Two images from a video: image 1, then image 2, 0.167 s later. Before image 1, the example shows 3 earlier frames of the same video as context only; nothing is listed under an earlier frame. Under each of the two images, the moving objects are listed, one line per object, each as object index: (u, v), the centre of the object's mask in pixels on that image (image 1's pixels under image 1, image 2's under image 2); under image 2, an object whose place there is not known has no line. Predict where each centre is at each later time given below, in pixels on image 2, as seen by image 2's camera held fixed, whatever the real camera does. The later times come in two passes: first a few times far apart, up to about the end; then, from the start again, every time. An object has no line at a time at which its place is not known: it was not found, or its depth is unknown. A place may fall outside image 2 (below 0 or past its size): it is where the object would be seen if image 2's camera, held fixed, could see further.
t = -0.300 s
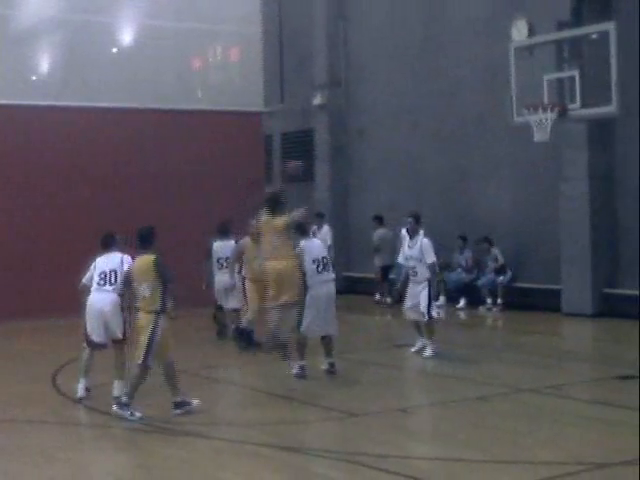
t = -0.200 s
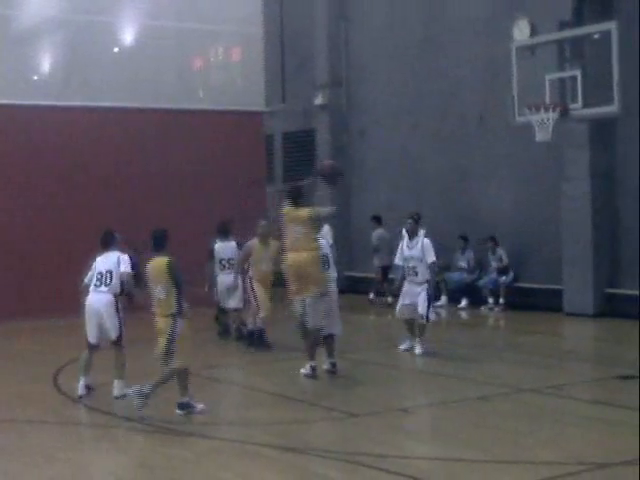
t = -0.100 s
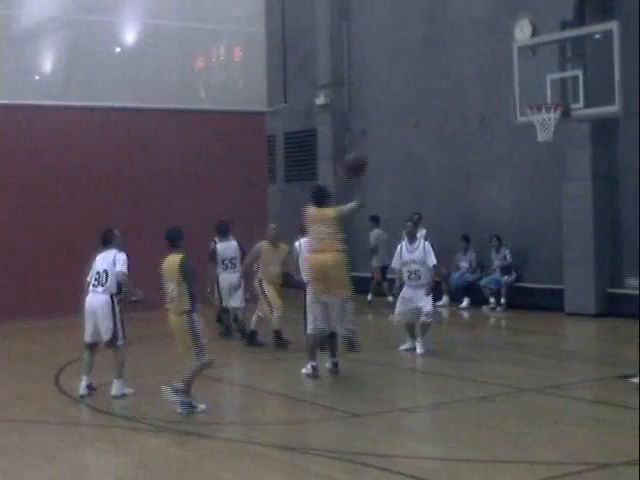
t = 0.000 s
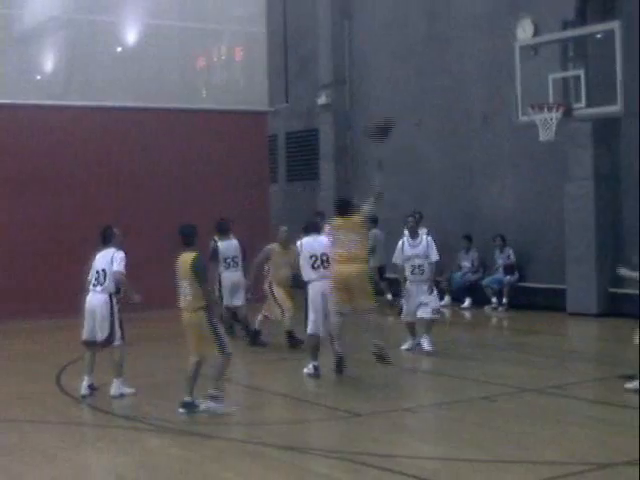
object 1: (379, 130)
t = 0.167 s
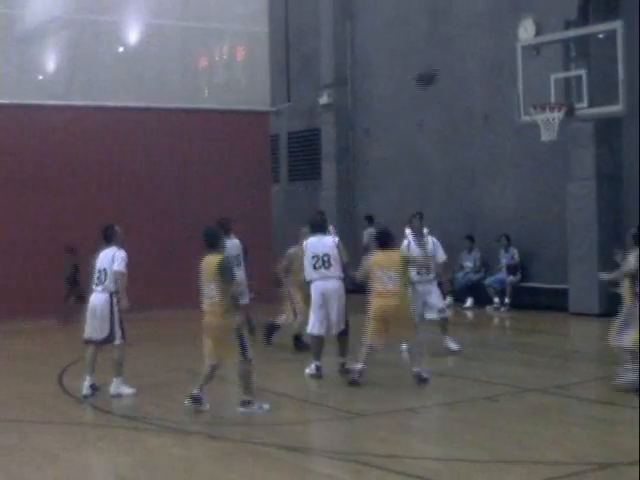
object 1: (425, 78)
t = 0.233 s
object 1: (442, 66)
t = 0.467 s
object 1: (493, 52)
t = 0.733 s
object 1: (543, 88)
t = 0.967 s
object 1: (494, 118)
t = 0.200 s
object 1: (433, 72)
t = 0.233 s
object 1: (442, 66)
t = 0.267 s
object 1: (449, 62)
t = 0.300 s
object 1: (457, 57)
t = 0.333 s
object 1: (464, 54)
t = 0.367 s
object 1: (471, 52)
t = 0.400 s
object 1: (479, 51)
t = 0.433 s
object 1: (486, 51)
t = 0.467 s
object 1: (493, 52)
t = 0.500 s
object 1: (500, 54)
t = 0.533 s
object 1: (507, 56)
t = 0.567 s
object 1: (515, 59)
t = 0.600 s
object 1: (522, 63)
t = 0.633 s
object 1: (528, 69)
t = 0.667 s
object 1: (535, 75)
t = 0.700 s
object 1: (542, 81)
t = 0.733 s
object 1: (543, 88)
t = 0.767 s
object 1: (538, 93)
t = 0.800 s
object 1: (531, 97)
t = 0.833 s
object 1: (524, 103)
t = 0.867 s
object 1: (516, 105)
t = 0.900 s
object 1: (508, 109)
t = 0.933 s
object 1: (501, 113)
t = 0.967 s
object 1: (494, 118)
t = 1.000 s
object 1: (487, 125)
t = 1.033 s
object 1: (479, 131)
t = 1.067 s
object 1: (472, 140)
